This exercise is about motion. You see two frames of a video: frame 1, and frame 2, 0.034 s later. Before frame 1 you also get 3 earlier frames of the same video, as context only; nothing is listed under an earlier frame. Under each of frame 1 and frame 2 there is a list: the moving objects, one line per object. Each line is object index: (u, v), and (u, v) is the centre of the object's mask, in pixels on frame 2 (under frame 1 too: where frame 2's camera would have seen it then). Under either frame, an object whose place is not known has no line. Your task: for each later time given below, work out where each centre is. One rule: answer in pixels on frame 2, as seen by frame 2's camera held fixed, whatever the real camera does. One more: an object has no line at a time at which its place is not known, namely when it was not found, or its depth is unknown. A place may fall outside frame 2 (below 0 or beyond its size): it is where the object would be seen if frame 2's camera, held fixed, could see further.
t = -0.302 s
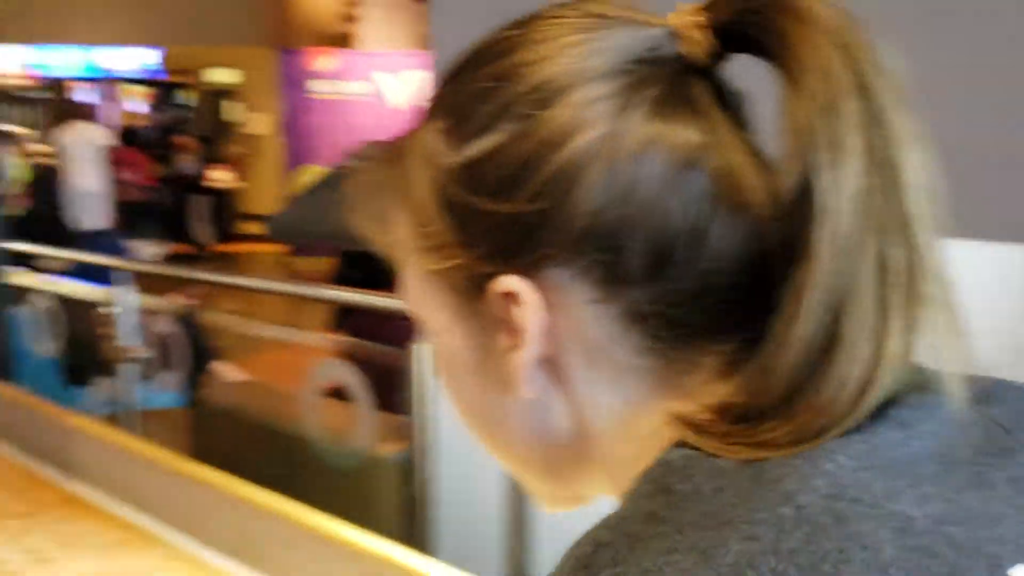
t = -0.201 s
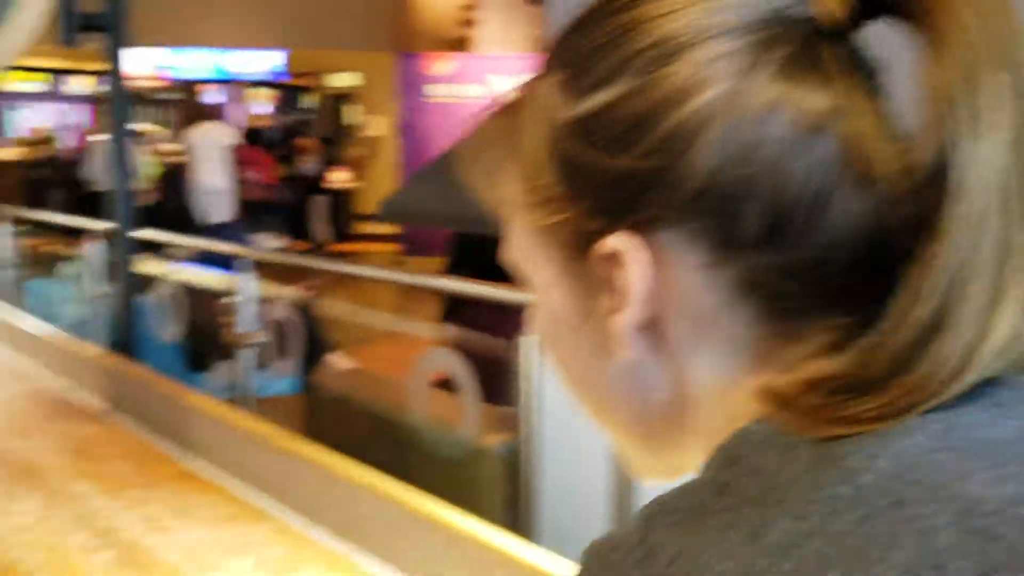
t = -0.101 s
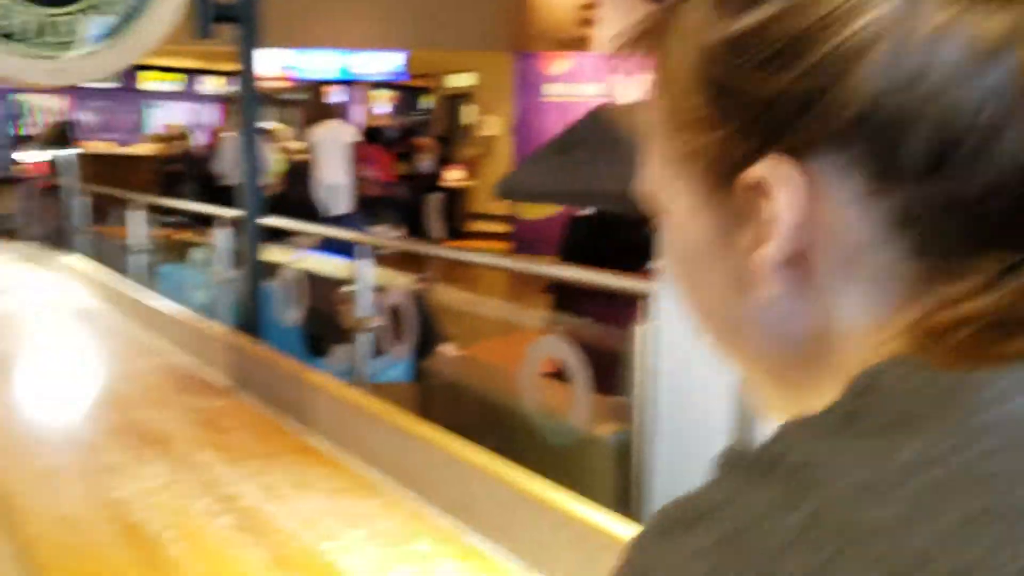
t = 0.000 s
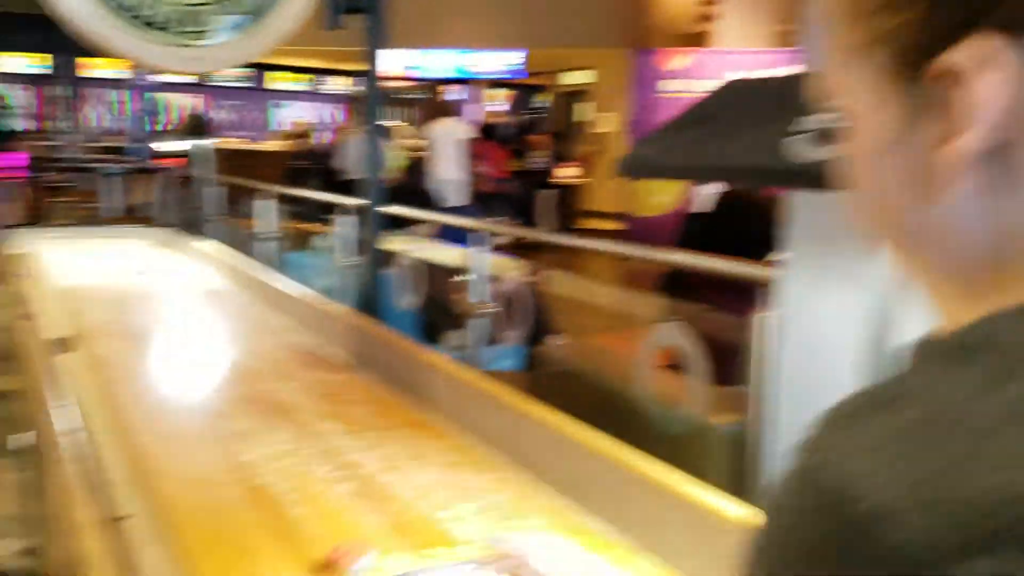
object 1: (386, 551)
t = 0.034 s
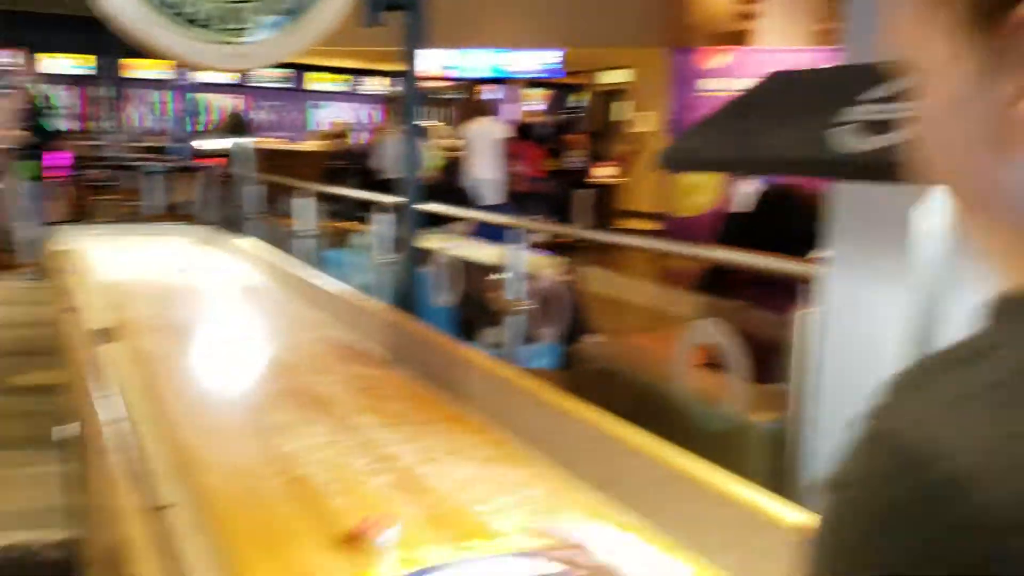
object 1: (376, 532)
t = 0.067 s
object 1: (364, 516)
